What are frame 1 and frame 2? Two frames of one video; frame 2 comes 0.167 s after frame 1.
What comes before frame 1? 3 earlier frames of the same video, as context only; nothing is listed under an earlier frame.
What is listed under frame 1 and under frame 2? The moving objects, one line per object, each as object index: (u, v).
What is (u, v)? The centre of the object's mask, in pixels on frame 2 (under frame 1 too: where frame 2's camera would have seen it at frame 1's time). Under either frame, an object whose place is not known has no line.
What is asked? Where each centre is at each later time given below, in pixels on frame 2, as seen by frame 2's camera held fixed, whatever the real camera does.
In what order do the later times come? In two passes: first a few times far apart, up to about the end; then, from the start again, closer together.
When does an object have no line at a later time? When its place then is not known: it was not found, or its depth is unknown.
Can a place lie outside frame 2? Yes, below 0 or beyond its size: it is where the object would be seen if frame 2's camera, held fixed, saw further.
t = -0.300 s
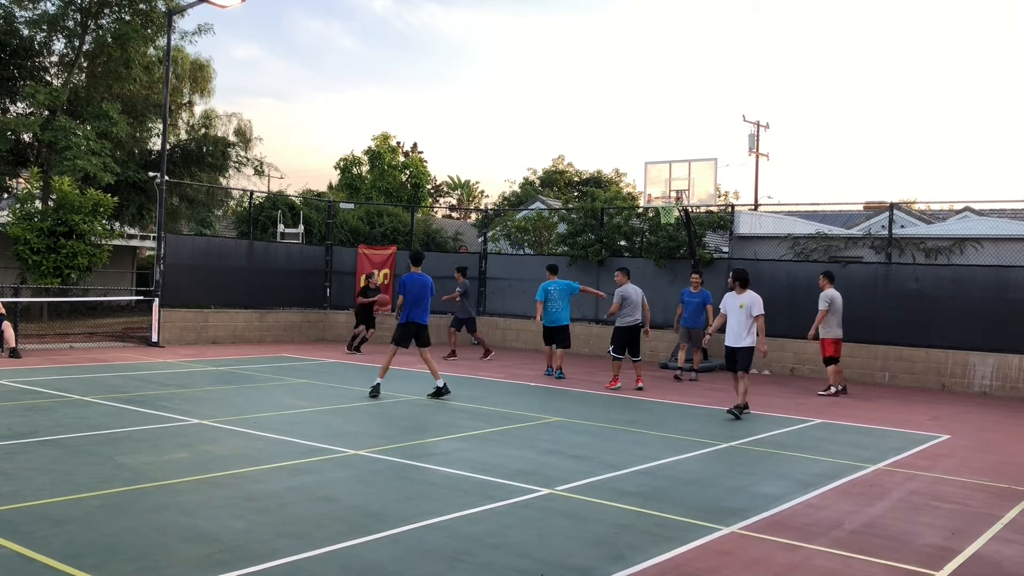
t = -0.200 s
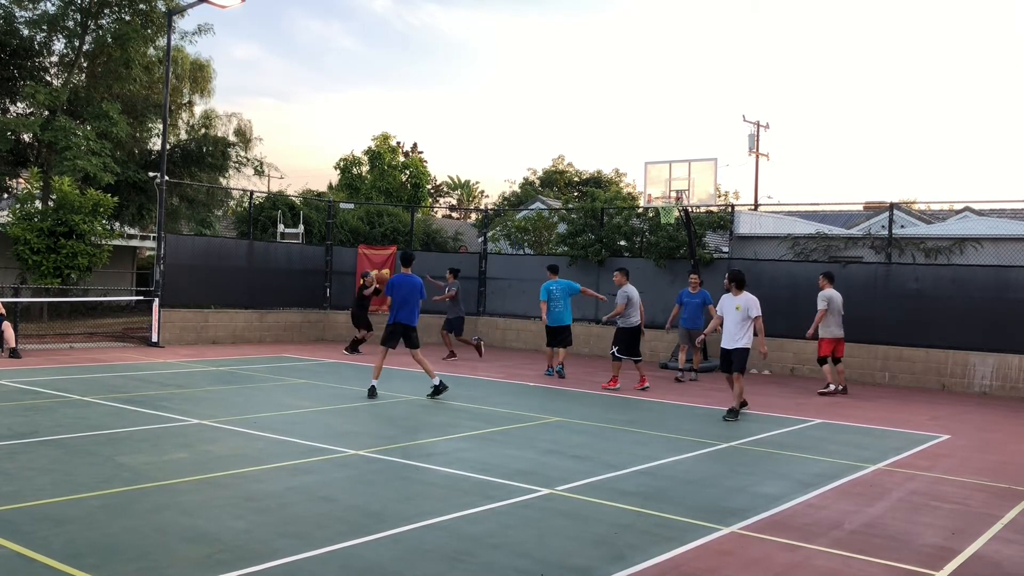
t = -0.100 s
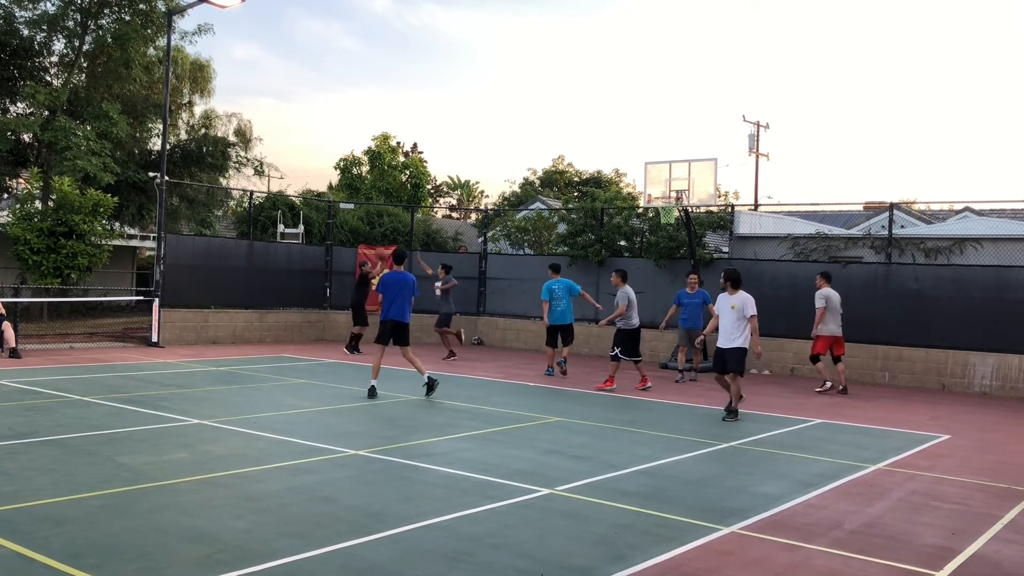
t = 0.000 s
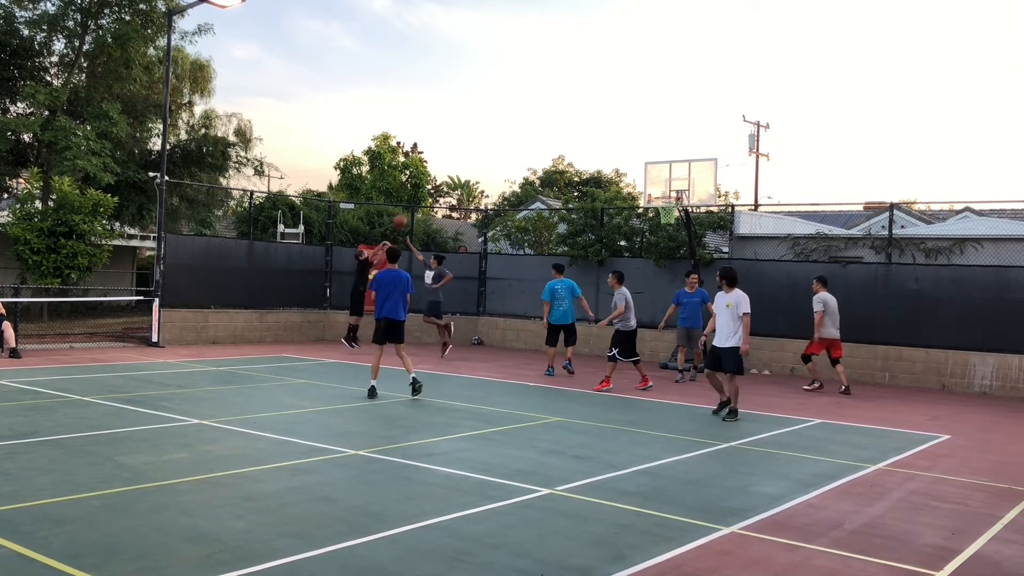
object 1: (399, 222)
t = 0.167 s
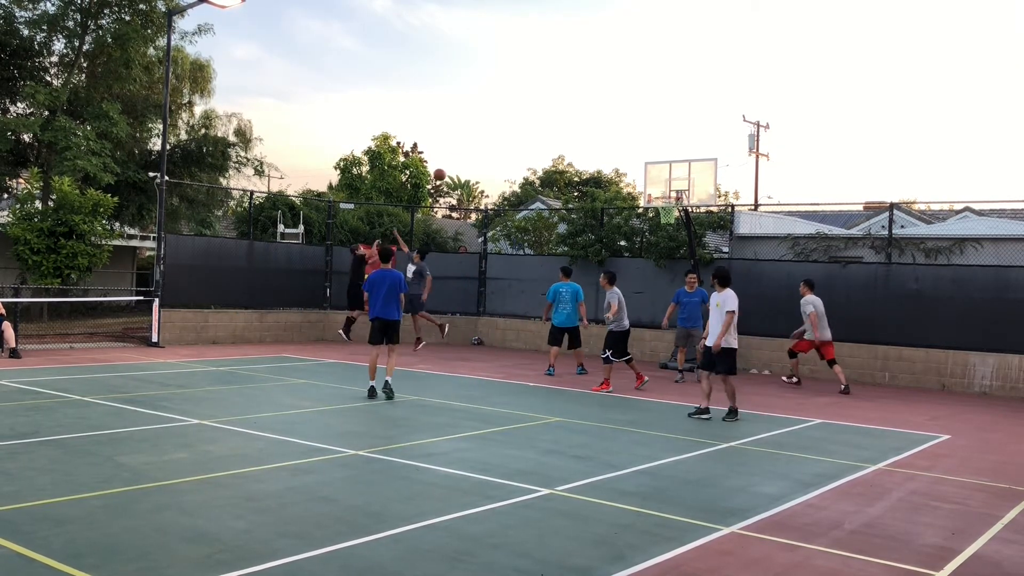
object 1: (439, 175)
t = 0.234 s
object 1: (455, 160)
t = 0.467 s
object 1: (510, 126)
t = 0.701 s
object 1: (564, 122)
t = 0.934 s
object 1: (618, 147)
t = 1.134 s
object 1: (664, 192)
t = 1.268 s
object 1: (676, 202)
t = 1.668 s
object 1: (658, 221)
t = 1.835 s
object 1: (657, 243)
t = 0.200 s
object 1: (447, 167)
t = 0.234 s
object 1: (455, 160)
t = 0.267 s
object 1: (463, 153)
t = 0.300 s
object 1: (471, 147)
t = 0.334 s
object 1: (479, 142)
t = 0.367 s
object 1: (486, 137)
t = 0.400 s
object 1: (494, 133)
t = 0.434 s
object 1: (502, 129)
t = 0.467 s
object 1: (510, 126)
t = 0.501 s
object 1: (518, 124)
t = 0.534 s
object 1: (525, 122)
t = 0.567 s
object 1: (533, 121)
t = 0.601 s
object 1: (541, 120)
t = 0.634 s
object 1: (549, 120)
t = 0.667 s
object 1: (556, 120)
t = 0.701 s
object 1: (564, 122)
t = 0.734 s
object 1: (572, 123)
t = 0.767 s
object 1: (580, 126)
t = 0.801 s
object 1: (587, 129)
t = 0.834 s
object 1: (595, 132)
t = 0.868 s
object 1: (603, 137)
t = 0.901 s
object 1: (610, 141)
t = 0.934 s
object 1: (618, 147)
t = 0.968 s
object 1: (626, 153)
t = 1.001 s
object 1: (633, 160)
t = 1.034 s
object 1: (641, 167)
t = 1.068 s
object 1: (648, 175)
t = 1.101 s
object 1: (656, 184)
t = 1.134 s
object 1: (664, 192)
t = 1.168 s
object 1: (670, 196)
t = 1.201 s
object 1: (676, 199)
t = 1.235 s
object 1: (675, 201)
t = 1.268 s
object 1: (676, 202)
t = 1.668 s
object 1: (658, 221)
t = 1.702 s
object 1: (659, 224)
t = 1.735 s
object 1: (658, 227)
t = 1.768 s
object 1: (658, 232)
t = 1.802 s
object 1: (657, 238)
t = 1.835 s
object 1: (657, 243)
